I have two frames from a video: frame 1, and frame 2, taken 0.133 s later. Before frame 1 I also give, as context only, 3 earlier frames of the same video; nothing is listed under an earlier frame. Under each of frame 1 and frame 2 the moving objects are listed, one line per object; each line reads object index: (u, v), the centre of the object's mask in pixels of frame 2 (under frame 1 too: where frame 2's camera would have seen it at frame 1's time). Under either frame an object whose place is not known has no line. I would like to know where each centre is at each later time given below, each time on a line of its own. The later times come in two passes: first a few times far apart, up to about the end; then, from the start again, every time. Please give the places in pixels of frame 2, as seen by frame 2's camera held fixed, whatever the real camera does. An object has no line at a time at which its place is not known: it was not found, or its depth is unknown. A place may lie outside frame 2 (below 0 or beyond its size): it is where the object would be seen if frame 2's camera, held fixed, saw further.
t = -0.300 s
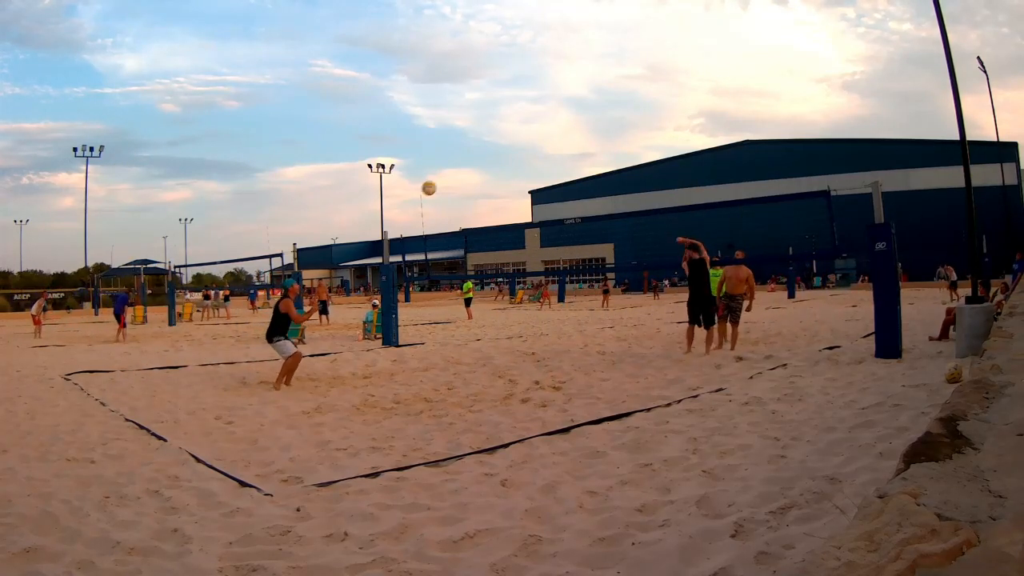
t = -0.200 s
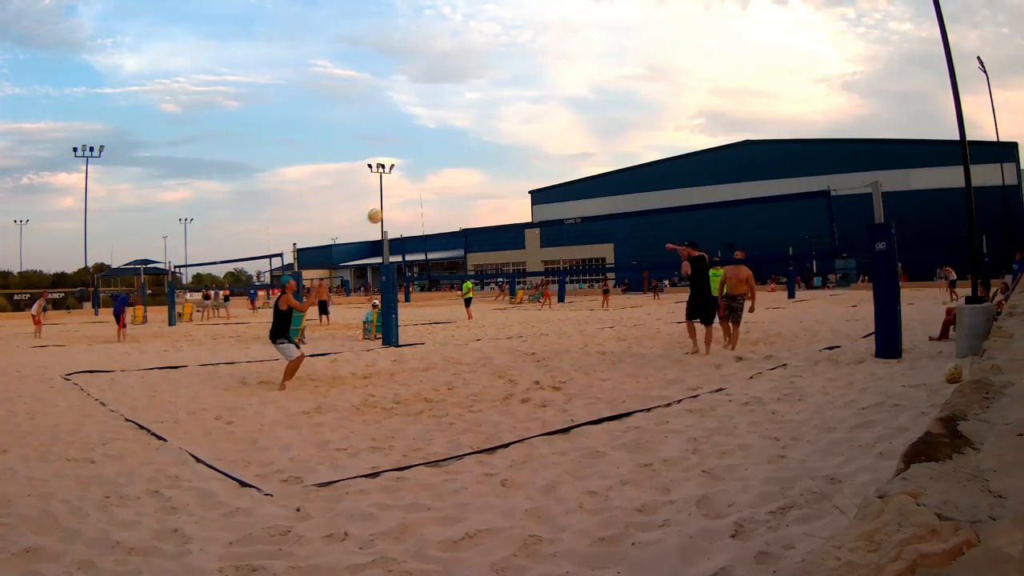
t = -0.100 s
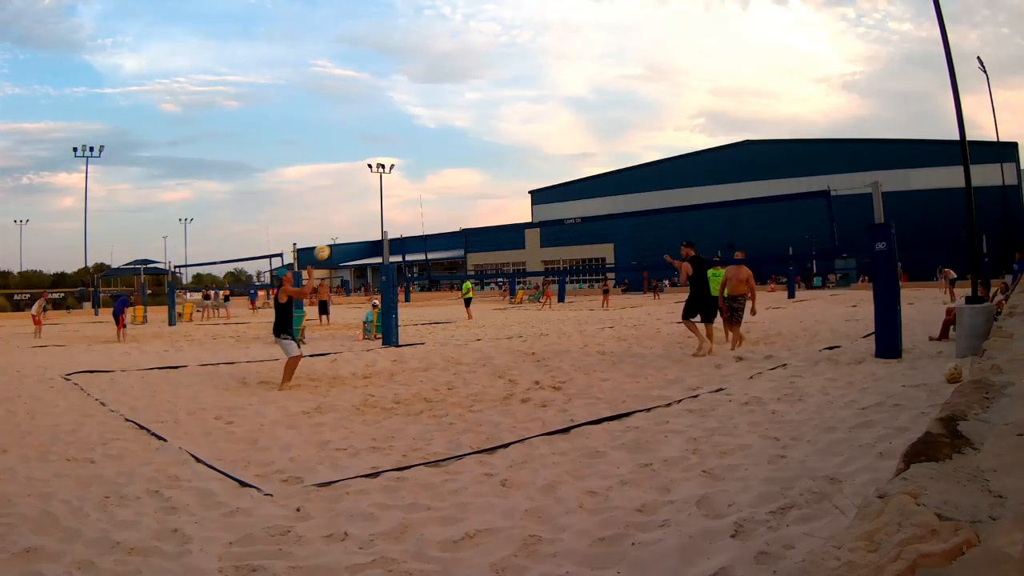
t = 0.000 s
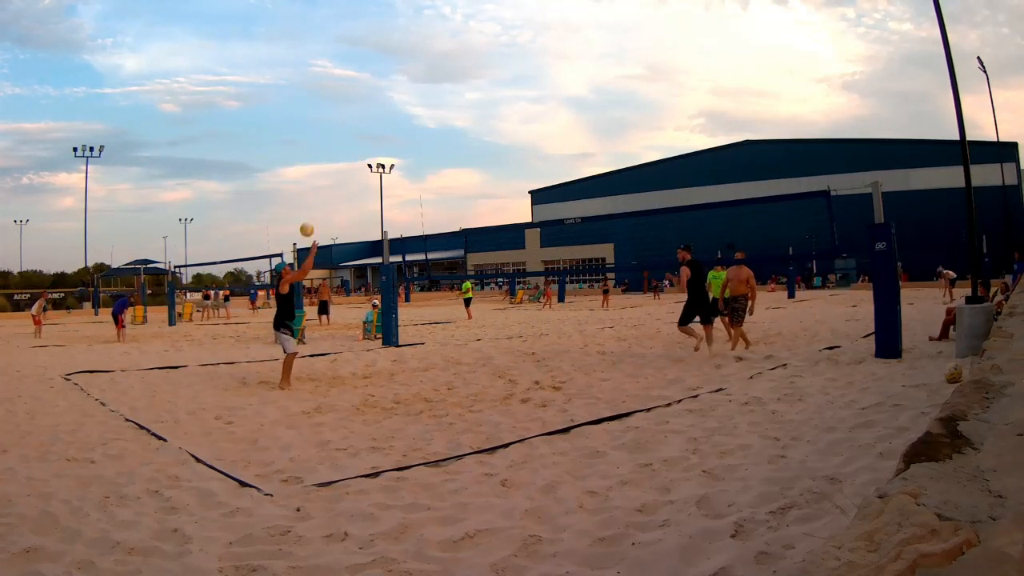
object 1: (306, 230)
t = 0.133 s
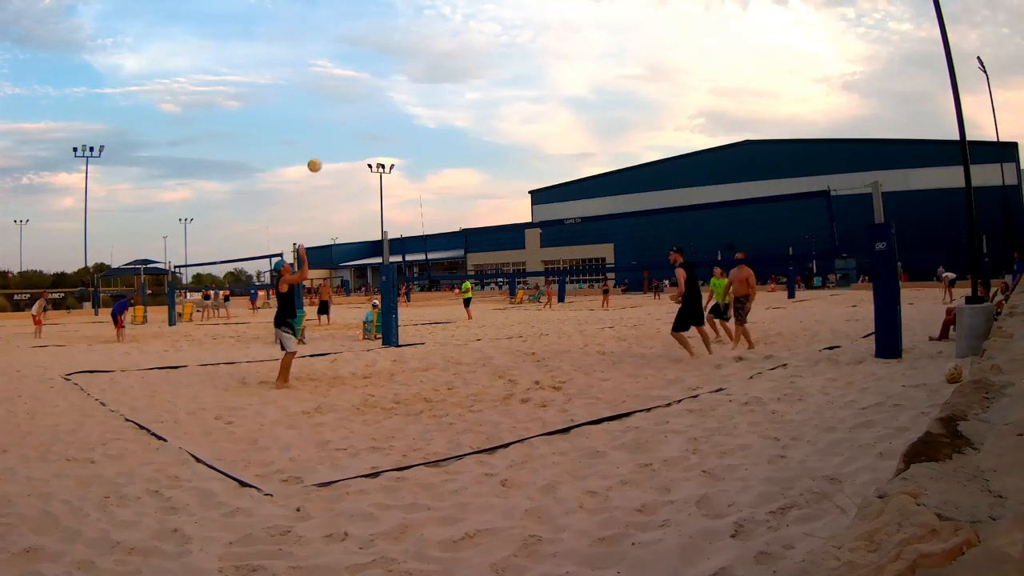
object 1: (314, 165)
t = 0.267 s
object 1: (322, 115)
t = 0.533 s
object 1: (337, 54)
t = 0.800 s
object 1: (351, 37)
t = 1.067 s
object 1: (364, 62)
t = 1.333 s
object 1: (379, 129)
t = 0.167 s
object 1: (316, 151)
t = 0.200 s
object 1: (318, 139)
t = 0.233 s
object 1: (320, 126)
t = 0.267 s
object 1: (322, 115)
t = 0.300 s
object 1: (324, 105)
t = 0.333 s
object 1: (326, 95)
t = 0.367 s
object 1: (328, 87)
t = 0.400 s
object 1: (330, 79)
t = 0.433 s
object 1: (332, 71)
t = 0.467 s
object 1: (333, 65)
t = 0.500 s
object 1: (335, 59)
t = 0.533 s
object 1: (337, 54)
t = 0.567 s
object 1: (339, 49)
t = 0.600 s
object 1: (341, 46)
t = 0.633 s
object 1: (342, 43)
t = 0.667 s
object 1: (344, 40)
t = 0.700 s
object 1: (346, 39)
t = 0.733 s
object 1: (348, 37)
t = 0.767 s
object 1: (349, 37)
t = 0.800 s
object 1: (351, 37)
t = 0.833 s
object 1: (352, 38)
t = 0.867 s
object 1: (354, 40)
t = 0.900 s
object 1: (356, 41)
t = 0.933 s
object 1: (357, 44)
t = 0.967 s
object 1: (359, 47)
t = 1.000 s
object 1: (360, 52)
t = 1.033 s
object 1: (362, 56)
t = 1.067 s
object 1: (364, 62)
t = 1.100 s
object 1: (366, 67)
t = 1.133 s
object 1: (367, 74)
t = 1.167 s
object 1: (369, 81)
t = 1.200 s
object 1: (371, 90)
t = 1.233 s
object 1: (373, 98)
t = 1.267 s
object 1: (375, 108)
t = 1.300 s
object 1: (377, 118)
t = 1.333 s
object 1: (379, 129)
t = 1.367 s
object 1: (381, 140)
